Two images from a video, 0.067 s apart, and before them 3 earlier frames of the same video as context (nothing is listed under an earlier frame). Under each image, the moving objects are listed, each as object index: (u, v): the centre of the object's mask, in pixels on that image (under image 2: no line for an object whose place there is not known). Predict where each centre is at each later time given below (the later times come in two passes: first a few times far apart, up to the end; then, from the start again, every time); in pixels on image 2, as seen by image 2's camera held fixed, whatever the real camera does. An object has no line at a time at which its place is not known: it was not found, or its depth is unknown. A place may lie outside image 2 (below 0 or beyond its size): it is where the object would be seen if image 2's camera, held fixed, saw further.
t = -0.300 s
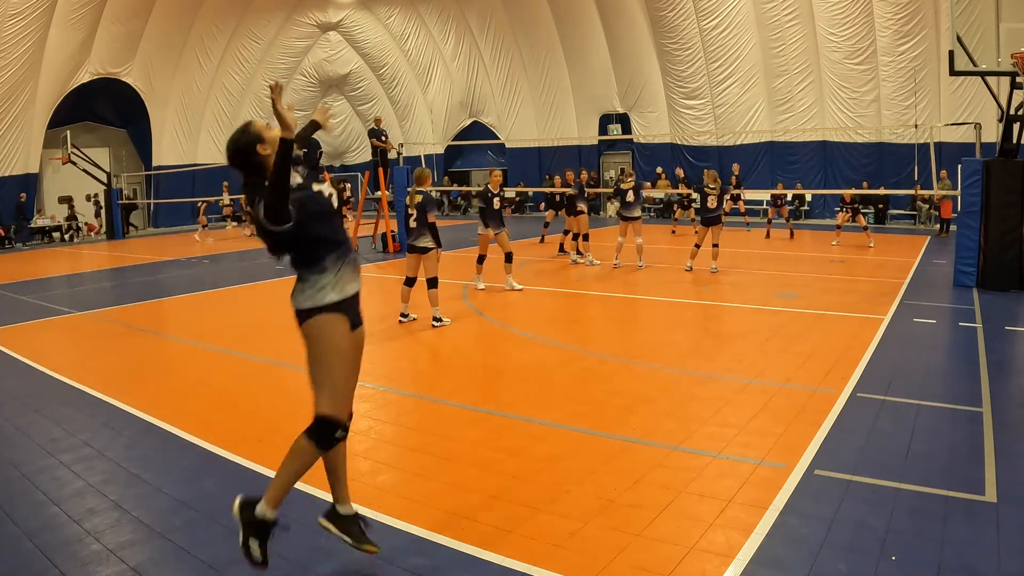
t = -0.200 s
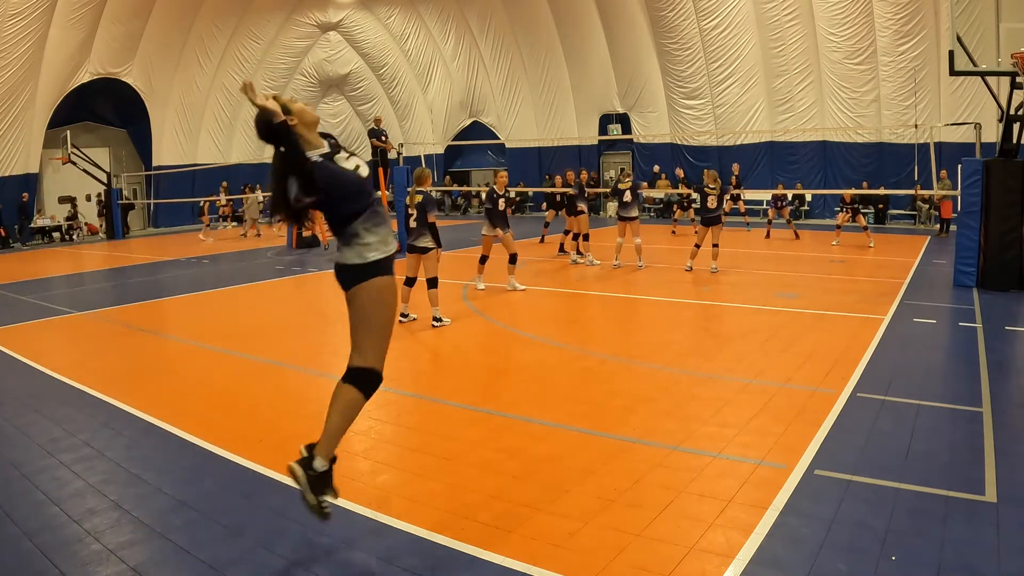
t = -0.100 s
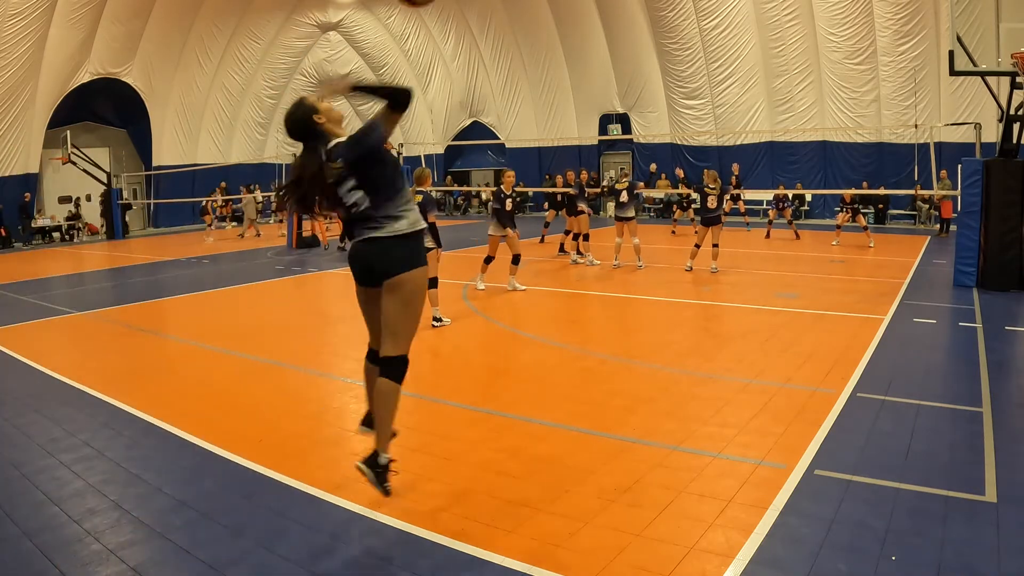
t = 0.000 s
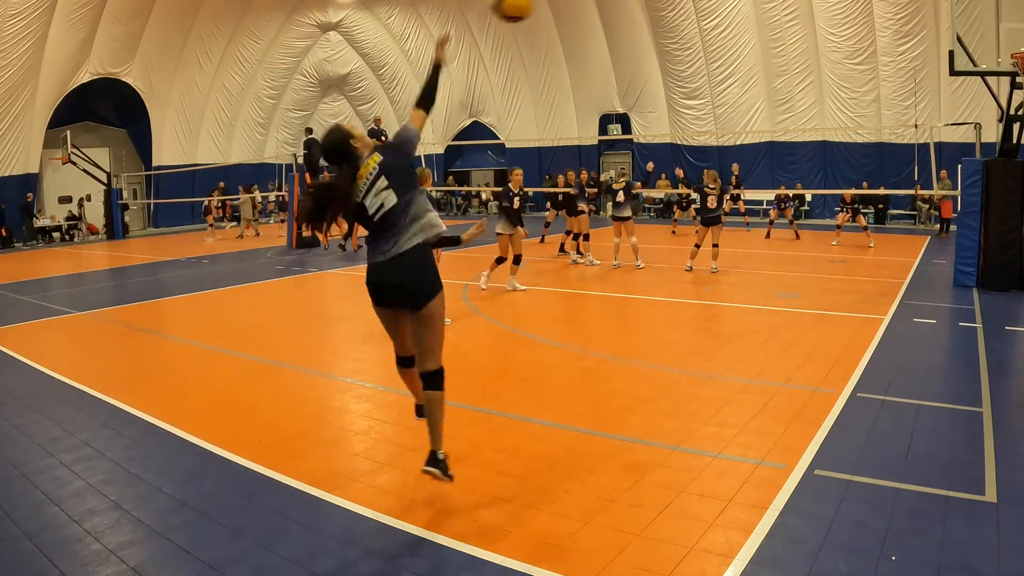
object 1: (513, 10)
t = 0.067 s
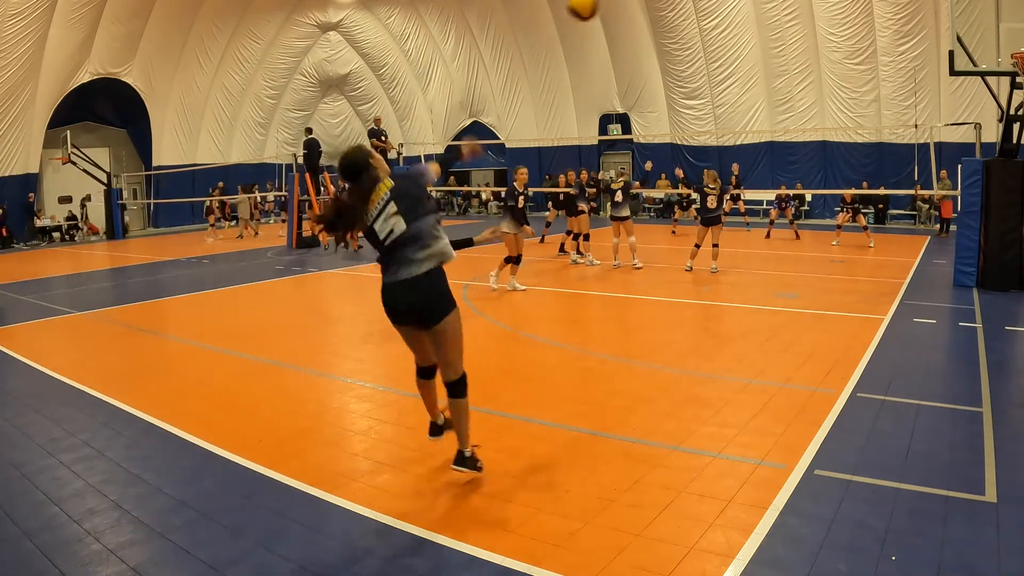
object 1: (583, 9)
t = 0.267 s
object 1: (691, 31)
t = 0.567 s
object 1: (759, 92)
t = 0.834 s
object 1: (786, 149)
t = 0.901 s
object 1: (790, 164)
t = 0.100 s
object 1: (608, 10)
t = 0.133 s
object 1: (631, 12)
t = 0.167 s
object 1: (649, 17)
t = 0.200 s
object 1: (665, 21)
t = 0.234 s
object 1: (679, 26)
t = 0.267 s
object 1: (691, 31)
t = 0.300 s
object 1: (702, 38)
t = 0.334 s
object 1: (713, 43)
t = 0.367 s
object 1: (722, 50)
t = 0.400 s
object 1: (730, 56)
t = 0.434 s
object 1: (737, 63)
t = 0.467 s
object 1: (744, 70)
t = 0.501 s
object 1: (749, 77)
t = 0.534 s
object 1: (755, 84)
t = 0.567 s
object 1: (759, 92)
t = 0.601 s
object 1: (763, 99)
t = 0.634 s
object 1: (767, 106)
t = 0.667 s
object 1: (771, 113)
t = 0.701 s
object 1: (774, 120)
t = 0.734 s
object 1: (777, 126)
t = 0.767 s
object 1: (780, 136)
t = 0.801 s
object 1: (783, 142)
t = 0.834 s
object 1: (786, 149)
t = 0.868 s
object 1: (788, 156)
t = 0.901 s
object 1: (790, 164)
